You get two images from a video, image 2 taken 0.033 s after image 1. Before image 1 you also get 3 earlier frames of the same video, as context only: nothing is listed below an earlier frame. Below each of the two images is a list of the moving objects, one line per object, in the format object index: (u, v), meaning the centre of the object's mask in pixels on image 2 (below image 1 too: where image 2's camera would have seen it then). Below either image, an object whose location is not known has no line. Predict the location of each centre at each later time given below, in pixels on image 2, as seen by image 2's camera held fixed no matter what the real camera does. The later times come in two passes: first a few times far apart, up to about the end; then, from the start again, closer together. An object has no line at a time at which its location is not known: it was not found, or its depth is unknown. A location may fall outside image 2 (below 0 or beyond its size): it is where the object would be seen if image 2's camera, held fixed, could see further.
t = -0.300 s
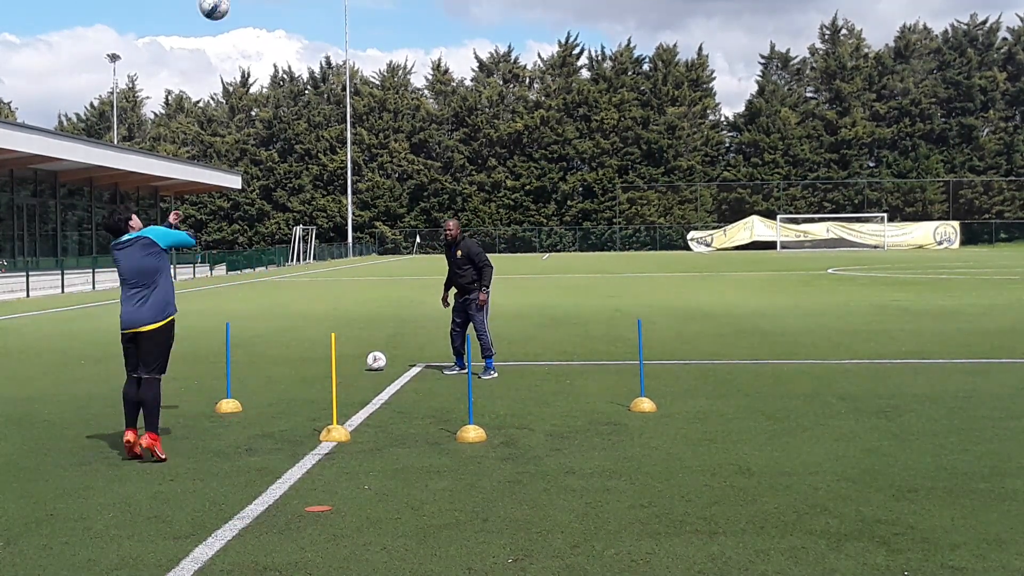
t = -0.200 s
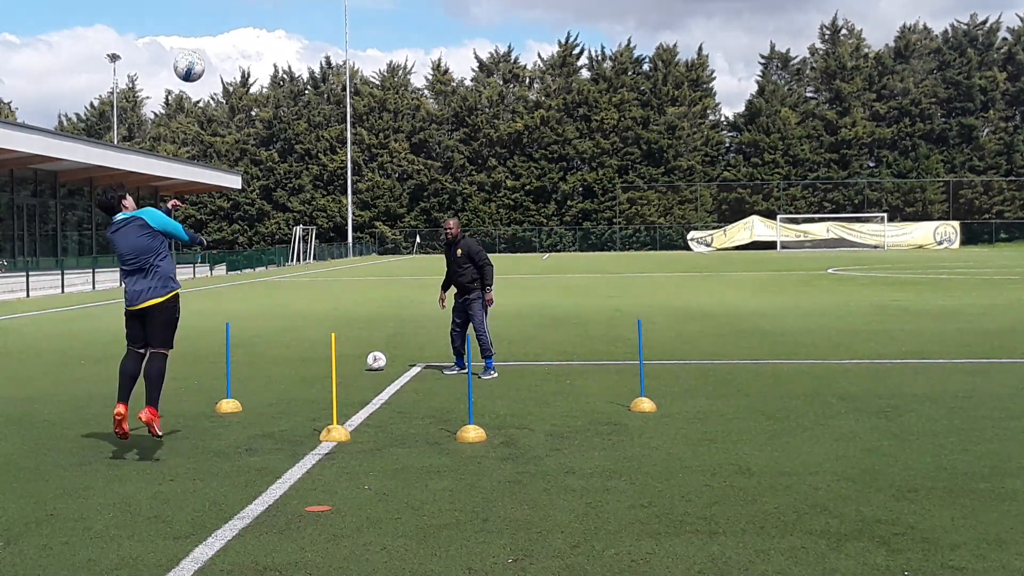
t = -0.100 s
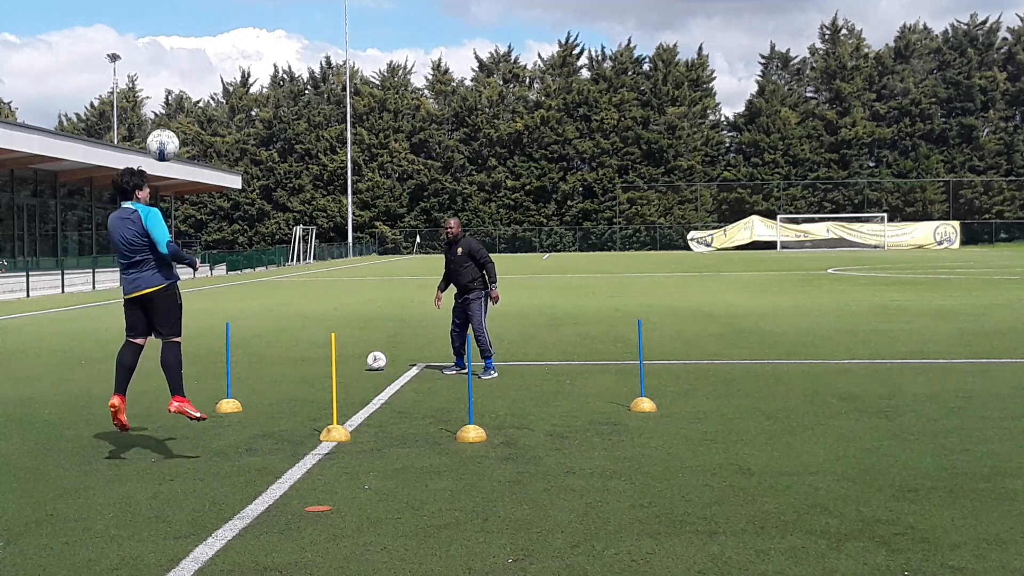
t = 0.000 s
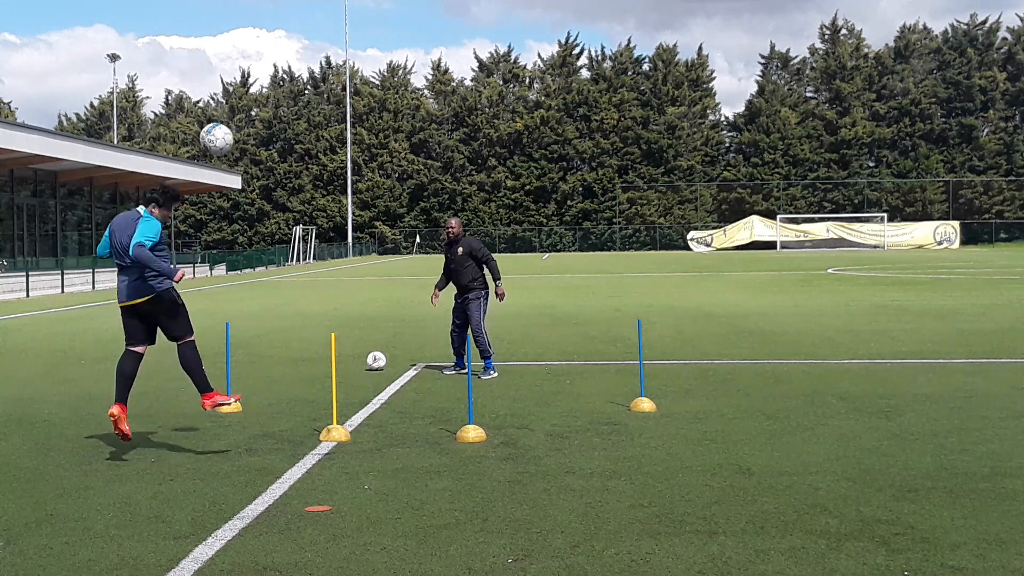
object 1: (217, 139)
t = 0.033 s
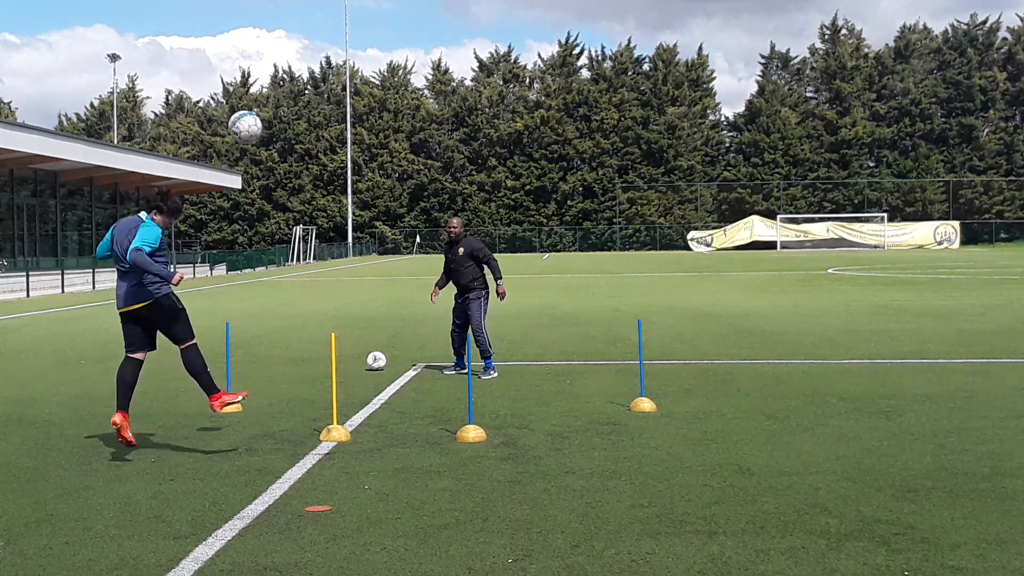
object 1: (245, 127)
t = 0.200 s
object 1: (390, 86)
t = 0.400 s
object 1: (573, 92)
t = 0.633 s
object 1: (802, 175)
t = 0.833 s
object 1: (1011, 329)
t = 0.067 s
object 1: (273, 116)
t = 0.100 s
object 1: (302, 106)
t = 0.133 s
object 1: (331, 98)
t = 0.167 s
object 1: (361, 90)
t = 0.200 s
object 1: (390, 86)
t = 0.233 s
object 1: (419, 83)
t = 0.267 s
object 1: (449, 81)
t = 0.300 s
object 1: (479, 82)
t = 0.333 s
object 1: (511, 84)
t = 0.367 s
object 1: (541, 87)
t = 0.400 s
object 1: (573, 92)
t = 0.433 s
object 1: (605, 98)
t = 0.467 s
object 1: (636, 107)
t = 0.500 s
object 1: (669, 117)
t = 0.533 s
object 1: (701, 129)
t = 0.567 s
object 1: (734, 143)
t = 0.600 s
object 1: (768, 159)
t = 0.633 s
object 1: (802, 175)
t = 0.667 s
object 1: (836, 195)
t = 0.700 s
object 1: (871, 218)
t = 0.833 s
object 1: (1011, 329)
